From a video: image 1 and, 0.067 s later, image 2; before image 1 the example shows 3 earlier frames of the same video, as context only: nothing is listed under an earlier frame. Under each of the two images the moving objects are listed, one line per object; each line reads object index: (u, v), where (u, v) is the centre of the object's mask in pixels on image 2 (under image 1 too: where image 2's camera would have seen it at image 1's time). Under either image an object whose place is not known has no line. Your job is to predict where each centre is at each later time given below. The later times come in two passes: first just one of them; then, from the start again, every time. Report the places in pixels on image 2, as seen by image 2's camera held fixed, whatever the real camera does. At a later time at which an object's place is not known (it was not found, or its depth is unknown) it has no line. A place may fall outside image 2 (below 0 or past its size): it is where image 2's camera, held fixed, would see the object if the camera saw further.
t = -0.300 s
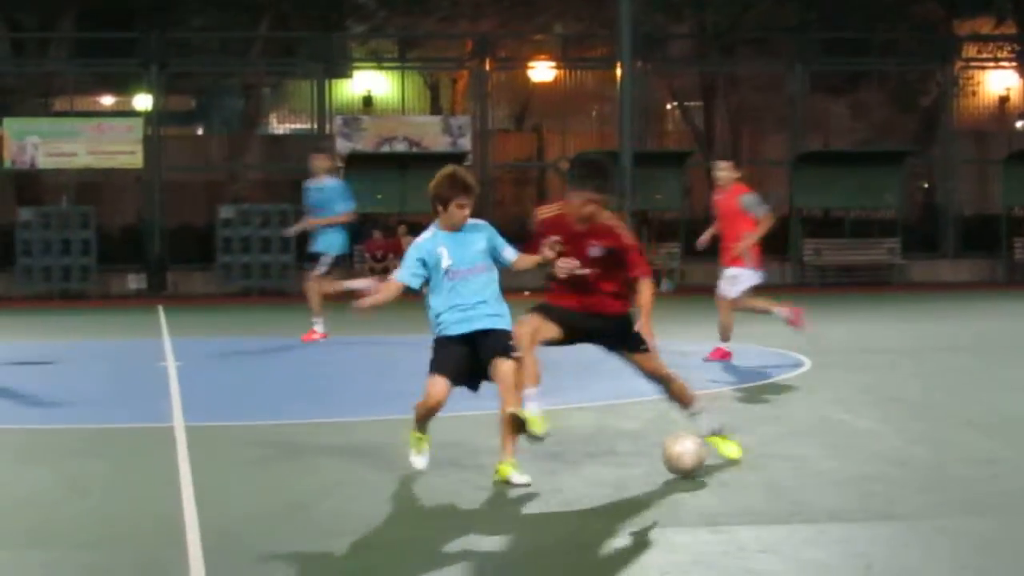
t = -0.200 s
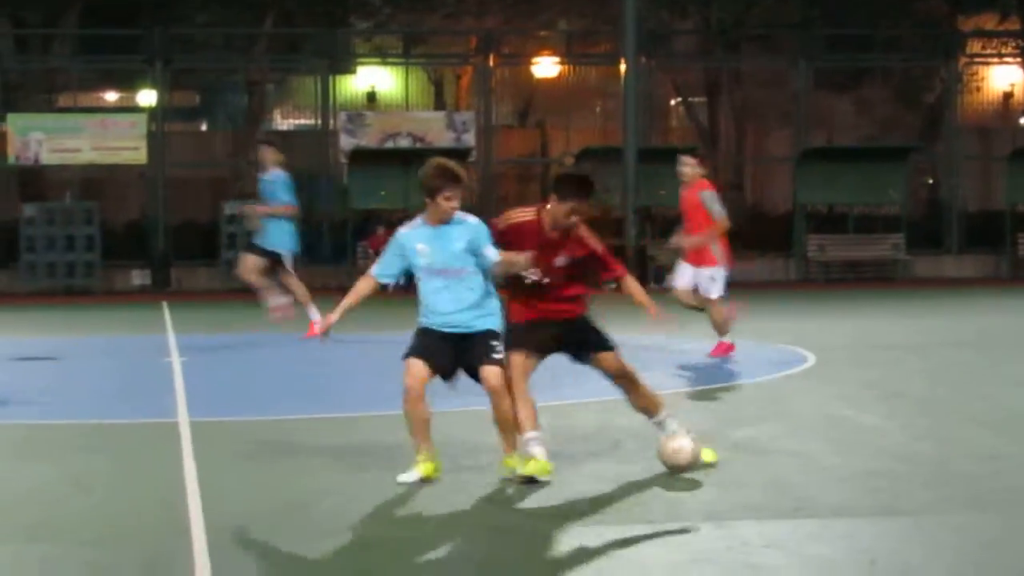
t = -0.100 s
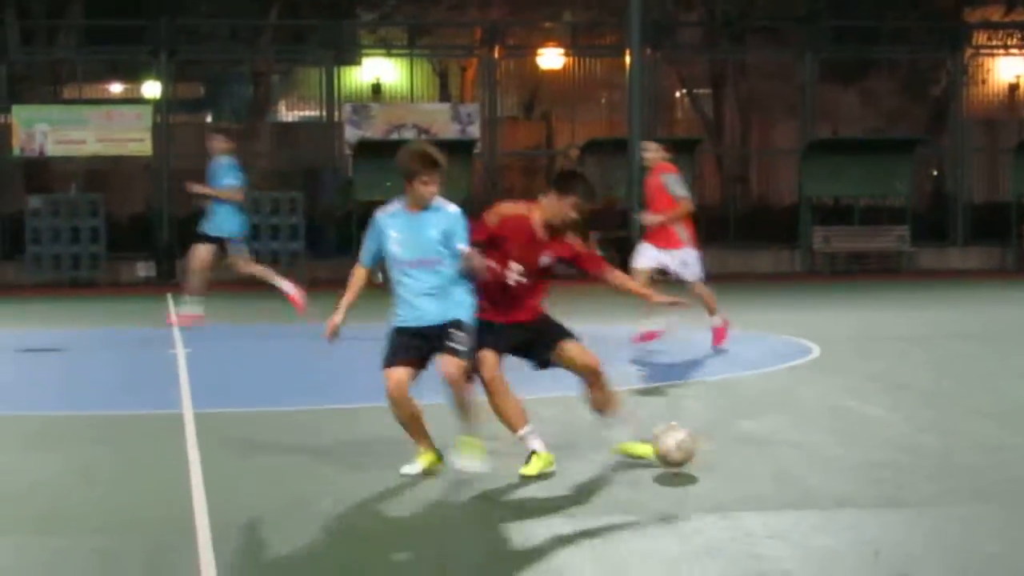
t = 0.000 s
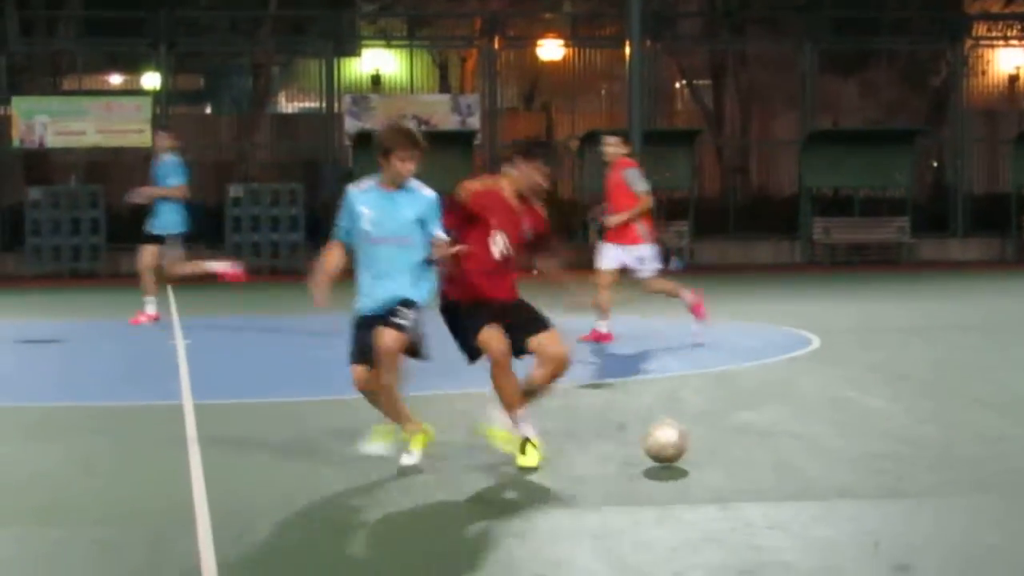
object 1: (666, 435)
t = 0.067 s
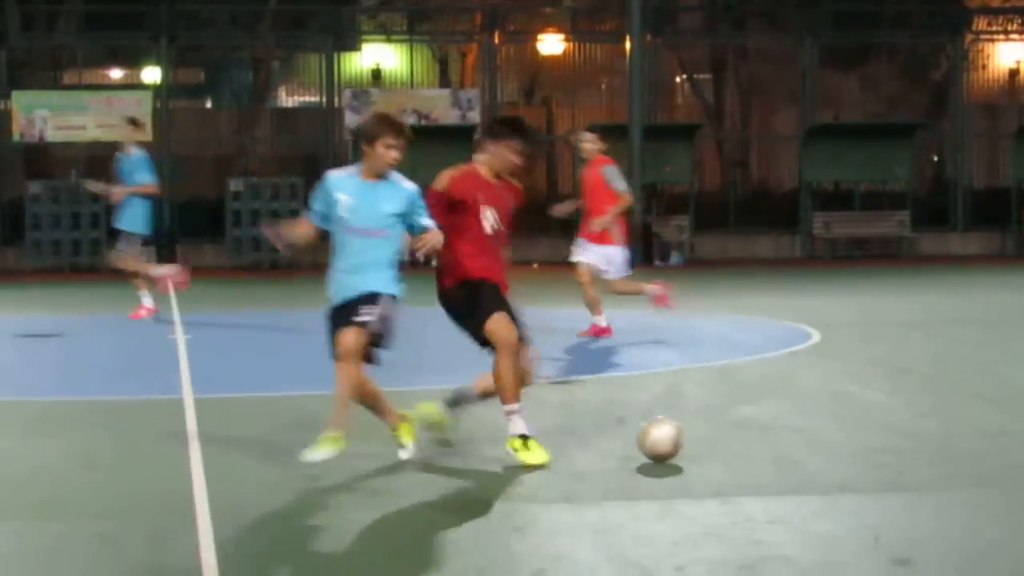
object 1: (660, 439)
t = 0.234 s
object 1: (644, 445)
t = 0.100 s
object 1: (658, 439)
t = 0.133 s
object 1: (654, 440)
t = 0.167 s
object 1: (650, 442)
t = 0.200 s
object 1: (647, 443)
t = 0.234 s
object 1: (644, 445)
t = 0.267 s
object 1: (640, 447)
